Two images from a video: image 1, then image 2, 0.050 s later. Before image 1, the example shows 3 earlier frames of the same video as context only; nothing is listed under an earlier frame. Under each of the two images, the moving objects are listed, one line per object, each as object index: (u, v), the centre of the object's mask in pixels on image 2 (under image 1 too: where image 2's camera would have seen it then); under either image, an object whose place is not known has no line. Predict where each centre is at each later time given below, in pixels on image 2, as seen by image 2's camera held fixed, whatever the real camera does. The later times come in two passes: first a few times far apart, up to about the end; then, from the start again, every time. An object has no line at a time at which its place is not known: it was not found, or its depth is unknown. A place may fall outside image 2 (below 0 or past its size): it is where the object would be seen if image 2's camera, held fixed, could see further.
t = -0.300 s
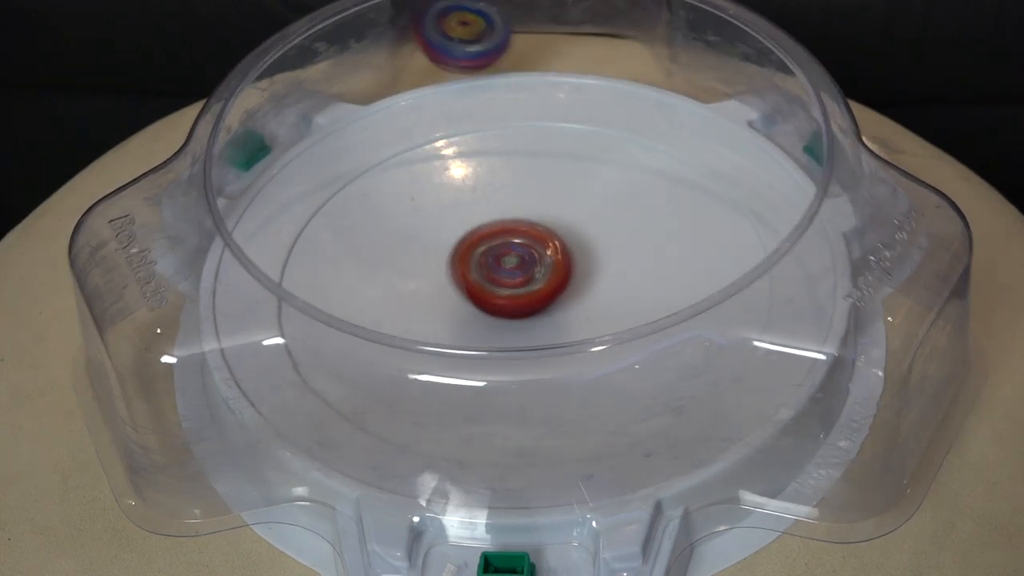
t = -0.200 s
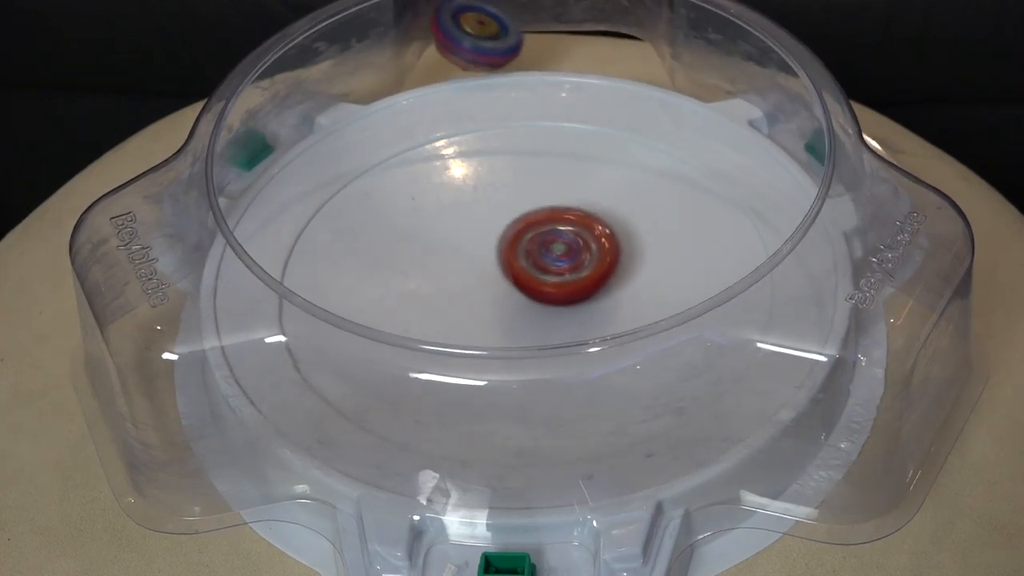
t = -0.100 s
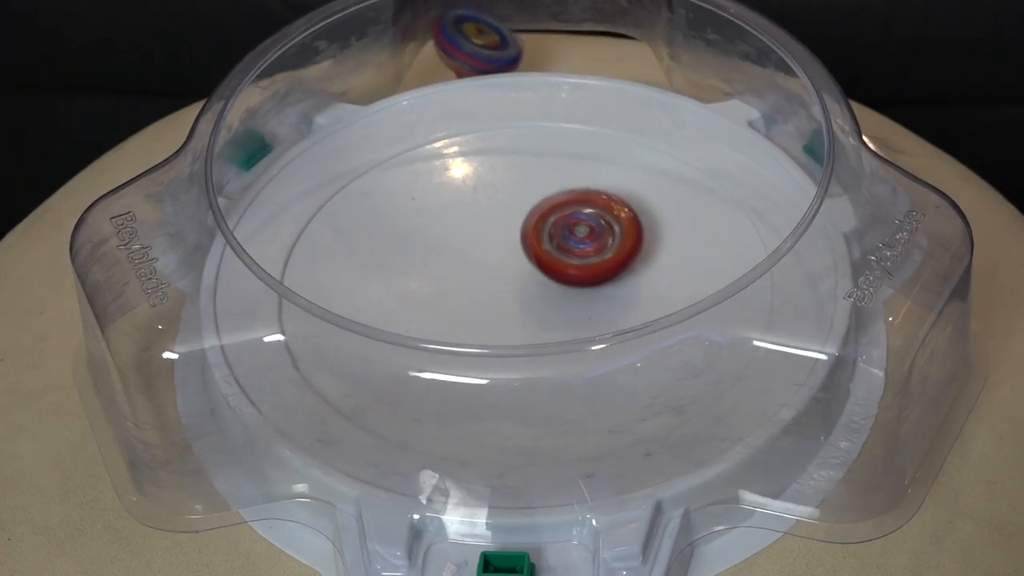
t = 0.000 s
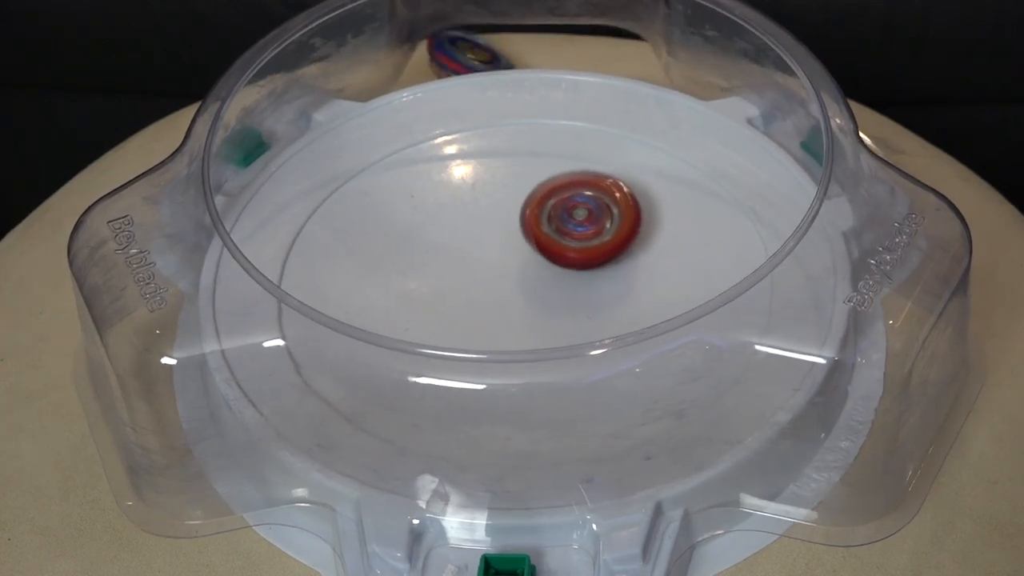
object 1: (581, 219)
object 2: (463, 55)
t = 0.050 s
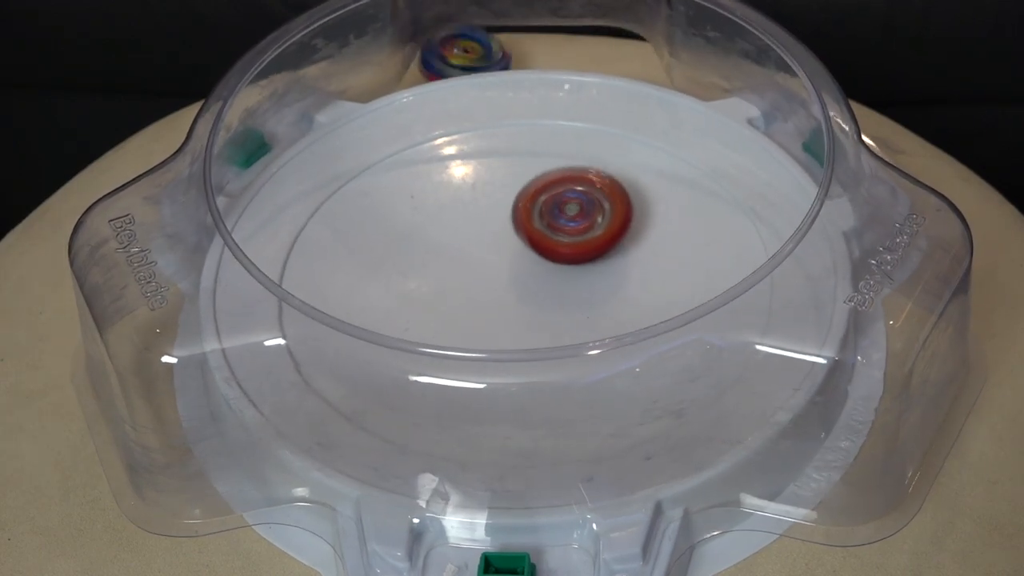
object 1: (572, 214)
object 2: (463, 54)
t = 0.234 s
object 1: (527, 210)
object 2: (456, 54)
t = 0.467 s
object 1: (536, 249)
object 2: (456, 55)
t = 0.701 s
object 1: (576, 246)
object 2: (456, 55)
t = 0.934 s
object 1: (558, 243)
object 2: (456, 55)
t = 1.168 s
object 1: (558, 270)
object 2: (456, 55)
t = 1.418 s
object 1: (536, 277)
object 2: (456, 55)
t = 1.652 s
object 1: (540, 283)
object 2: (456, 55)
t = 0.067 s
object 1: (569, 213)
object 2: (458, 54)
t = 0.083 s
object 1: (567, 212)
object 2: (457, 55)
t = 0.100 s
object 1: (562, 210)
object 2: (457, 54)
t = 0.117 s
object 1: (558, 209)
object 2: (459, 54)
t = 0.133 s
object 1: (554, 208)
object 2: (458, 54)
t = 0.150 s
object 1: (549, 208)
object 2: (456, 54)
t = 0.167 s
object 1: (544, 208)
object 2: (458, 55)
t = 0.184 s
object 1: (539, 209)
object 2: (457, 54)
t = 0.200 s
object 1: (535, 209)
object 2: (457, 54)
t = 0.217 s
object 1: (531, 210)
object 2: (455, 55)
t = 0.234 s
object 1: (527, 210)
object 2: (456, 54)
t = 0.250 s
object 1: (524, 211)
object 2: (458, 55)
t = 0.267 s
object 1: (521, 213)
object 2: (457, 54)
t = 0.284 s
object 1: (518, 214)
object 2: (460, 54)
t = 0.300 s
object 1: (517, 215)
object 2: (461, 54)
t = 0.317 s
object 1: (516, 217)
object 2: (461, 54)
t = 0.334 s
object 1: (516, 219)
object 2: (461, 55)
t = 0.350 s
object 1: (517, 223)
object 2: (459, 54)
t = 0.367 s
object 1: (519, 227)
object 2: (459, 55)
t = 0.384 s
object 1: (521, 232)
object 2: (457, 55)
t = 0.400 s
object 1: (524, 236)
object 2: (457, 55)
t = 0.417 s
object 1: (527, 240)
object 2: (457, 55)
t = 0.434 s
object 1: (530, 243)
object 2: (456, 55)
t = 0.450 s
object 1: (533, 246)
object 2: (457, 55)
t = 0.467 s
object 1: (536, 249)
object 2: (456, 55)
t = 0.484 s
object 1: (539, 251)
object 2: (456, 55)
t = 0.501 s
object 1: (542, 252)
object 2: (457, 55)
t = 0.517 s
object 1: (544, 253)
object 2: (457, 55)
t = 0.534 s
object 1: (547, 253)
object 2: (456, 55)
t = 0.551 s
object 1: (551, 253)
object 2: (457, 55)
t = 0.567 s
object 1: (554, 253)
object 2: (457, 55)
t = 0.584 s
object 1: (558, 253)
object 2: (456, 55)
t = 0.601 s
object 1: (562, 252)
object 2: (456, 55)
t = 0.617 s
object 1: (566, 251)
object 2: (456, 55)
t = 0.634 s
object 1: (569, 250)
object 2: (457, 55)
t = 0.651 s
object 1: (572, 249)
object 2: (456, 55)
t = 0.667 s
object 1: (574, 248)
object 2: (456, 55)
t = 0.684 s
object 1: (575, 247)
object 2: (456, 55)
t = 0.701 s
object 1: (576, 246)
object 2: (456, 55)
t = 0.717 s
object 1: (577, 245)
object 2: (456, 55)
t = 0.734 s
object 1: (577, 245)
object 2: (456, 55)
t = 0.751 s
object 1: (577, 244)
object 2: (456, 55)
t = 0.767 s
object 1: (576, 243)
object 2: (456, 55)
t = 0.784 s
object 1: (575, 243)
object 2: (456, 55)
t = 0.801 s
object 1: (574, 243)
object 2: (456, 55)
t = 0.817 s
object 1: (572, 243)
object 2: (456, 55)
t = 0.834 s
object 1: (570, 243)
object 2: (456, 55)
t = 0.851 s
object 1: (568, 243)
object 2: (456, 55)
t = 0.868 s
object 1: (566, 243)
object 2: (456, 55)
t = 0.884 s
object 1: (564, 243)
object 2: (456, 55)
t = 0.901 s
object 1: (562, 243)
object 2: (456, 55)
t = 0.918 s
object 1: (560, 243)
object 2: (456, 55)
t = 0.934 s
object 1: (558, 243)
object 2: (456, 55)
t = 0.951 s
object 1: (557, 243)
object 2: (456, 55)
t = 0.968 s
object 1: (556, 243)
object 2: (456, 55)
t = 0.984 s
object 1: (557, 243)
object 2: (456, 55)
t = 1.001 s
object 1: (557, 244)
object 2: (456, 55)
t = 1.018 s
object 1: (558, 244)
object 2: (456, 55)
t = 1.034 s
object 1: (559, 246)
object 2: (456, 55)
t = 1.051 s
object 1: (560, 248)
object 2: (456, 55)
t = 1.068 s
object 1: (561, 250)
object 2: (456, 56)
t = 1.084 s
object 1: (560, 254)
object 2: (456, 55)
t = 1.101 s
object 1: (560, 257)
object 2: (456, 55)
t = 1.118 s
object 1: (560, 260)
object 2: (456, 55)
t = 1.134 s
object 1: (559, 264)
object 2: (456, 55)
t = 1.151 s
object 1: (559, 267)
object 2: (456, 55)
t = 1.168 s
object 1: (558, 270)
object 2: (456, 55)
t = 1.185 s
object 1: (557, 272)
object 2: (456, 55)
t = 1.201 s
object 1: (556, 275)
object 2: (456, 56)
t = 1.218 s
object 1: (555, 277)
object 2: (456, 56)
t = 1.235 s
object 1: (553, 279)
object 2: (456, 55)
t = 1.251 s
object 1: (552, 280)
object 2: (456, 55)
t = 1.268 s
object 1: (549, 282)
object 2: (456, 56)
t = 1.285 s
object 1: (546, 283)
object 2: (456, 55)
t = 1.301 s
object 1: (544, 283)
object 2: (456, 56)
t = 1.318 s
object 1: (542, 283)
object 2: (456, 56)
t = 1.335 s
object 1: (540, 283)
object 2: (456, 55)
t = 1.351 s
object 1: (538, 282)
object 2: (456, 55)
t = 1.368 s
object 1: (537, 281)
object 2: (456, 55)
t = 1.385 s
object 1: (537, 280)
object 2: (456, 55)
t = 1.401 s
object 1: (536, 279)
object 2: (456, 55)
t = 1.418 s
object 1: (536, 277)
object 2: (456, 55)
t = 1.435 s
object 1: (536, 275)
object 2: (456, 55)
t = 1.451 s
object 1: (537, 274)
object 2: (456, 55)
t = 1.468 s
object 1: (539, 272)
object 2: (456, 55)
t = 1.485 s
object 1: (540, 271)
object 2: (456, 55)
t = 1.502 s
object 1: (543, 270)
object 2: (456, 55)
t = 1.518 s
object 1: (545, 270)
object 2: (456, 55)
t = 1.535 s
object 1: (547, 270)
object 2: (457, 55)
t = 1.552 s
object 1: (547, 271)
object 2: (457, 55)
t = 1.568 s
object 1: (547, 272)
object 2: (456, 55)
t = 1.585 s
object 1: (546, 274)
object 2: (457, 55)
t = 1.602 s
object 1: (544, 276)
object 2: (456, 55)
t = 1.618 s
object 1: (543, 278)
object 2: (456, 55)
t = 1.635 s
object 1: (541, 280)
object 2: (456, 55)
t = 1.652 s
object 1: (540, 283)
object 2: (456, 55)
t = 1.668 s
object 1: (538, 285)
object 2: (456, 55)
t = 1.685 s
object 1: (536, 286)
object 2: (456, 55)
